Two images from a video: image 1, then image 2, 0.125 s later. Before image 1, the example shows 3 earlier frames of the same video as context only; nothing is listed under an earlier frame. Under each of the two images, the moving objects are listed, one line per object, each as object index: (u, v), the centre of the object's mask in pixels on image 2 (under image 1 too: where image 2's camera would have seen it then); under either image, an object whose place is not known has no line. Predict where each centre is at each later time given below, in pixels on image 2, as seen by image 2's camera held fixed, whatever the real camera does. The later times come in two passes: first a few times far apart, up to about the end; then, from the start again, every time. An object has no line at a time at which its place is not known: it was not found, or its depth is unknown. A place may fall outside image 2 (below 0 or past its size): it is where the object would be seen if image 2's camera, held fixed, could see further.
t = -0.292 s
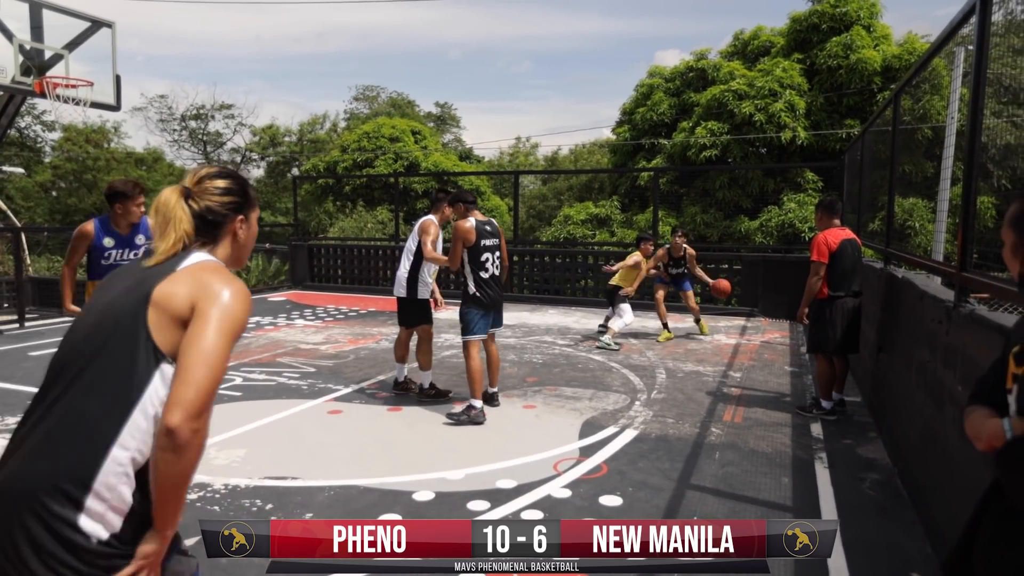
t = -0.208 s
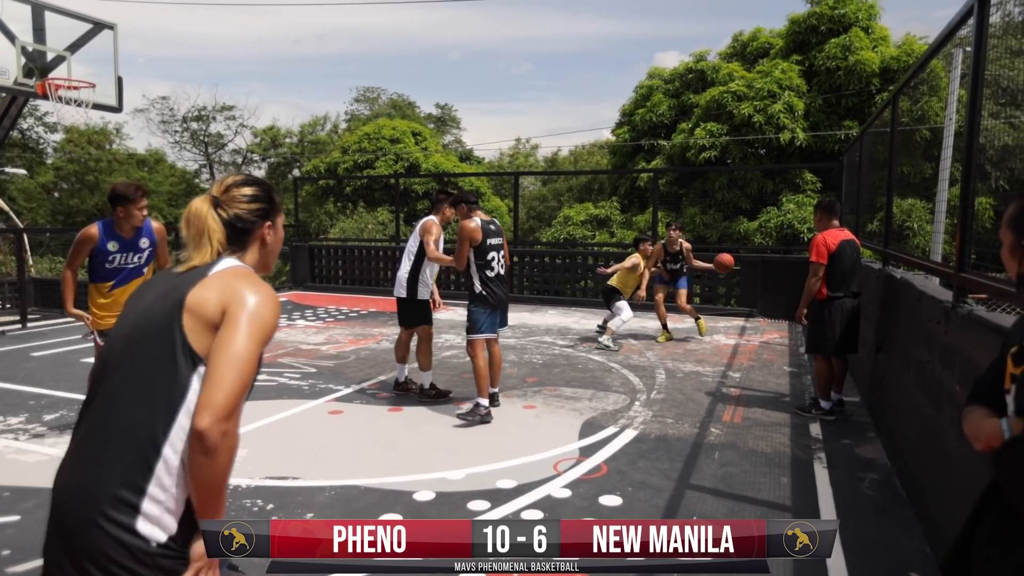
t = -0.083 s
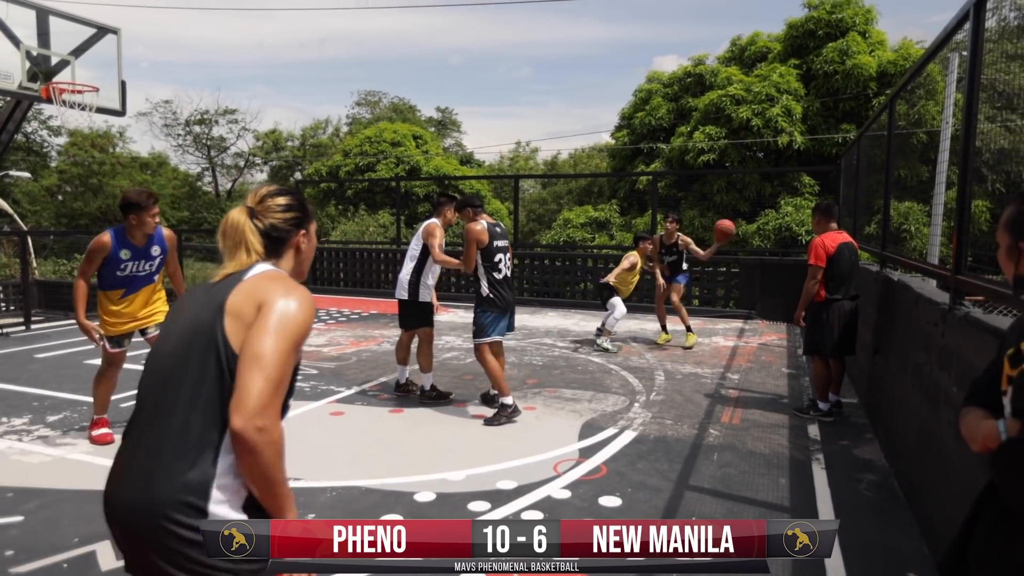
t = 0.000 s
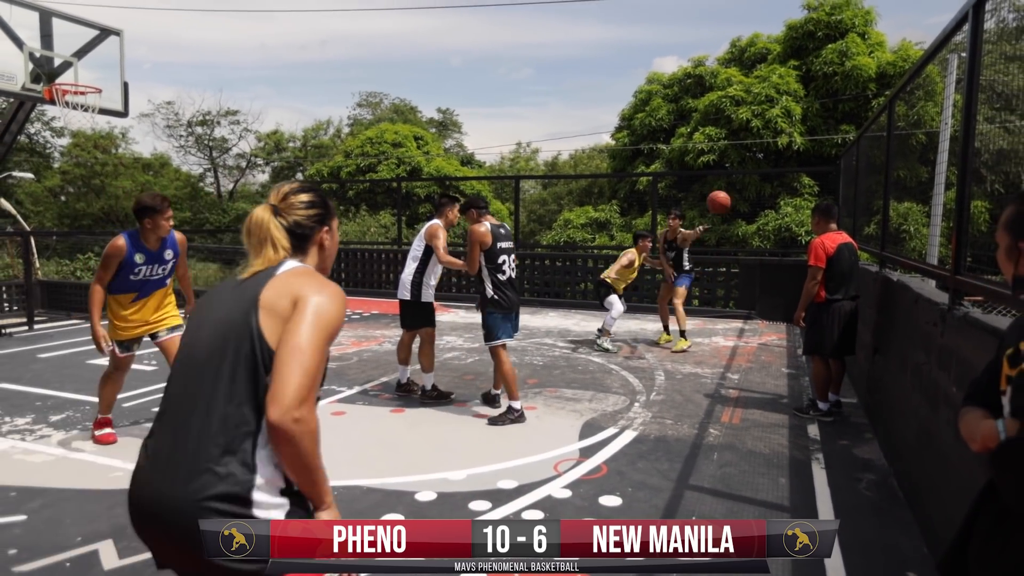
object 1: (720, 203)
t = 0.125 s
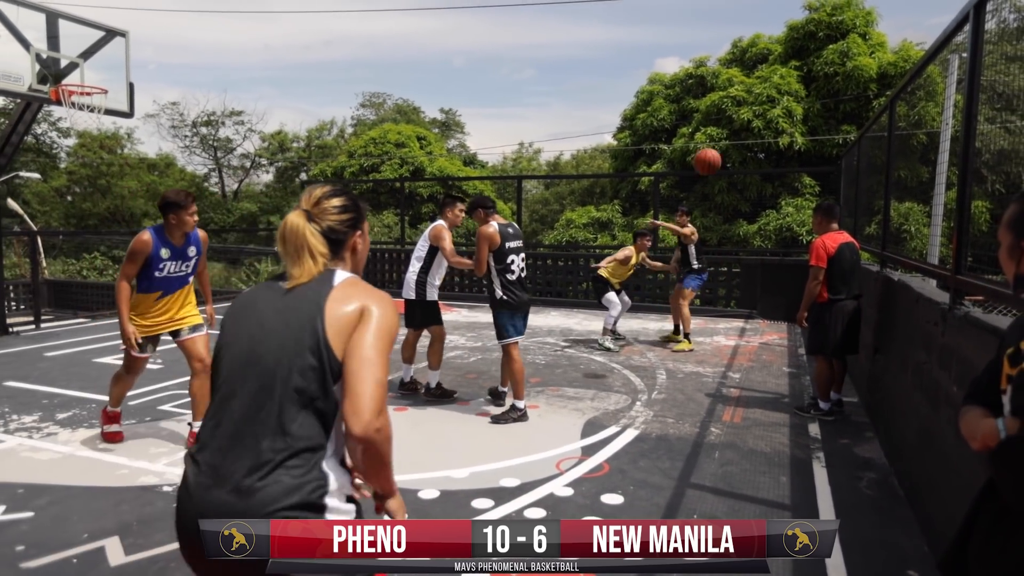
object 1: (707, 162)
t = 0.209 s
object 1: (696, 140)
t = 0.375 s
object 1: (663, 111)
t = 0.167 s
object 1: (703, 153)
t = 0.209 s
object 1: (696, 140)
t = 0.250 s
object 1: (691, 132)
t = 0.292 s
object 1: (682, 122)
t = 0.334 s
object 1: (675, 116)
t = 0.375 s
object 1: (663, 111)
